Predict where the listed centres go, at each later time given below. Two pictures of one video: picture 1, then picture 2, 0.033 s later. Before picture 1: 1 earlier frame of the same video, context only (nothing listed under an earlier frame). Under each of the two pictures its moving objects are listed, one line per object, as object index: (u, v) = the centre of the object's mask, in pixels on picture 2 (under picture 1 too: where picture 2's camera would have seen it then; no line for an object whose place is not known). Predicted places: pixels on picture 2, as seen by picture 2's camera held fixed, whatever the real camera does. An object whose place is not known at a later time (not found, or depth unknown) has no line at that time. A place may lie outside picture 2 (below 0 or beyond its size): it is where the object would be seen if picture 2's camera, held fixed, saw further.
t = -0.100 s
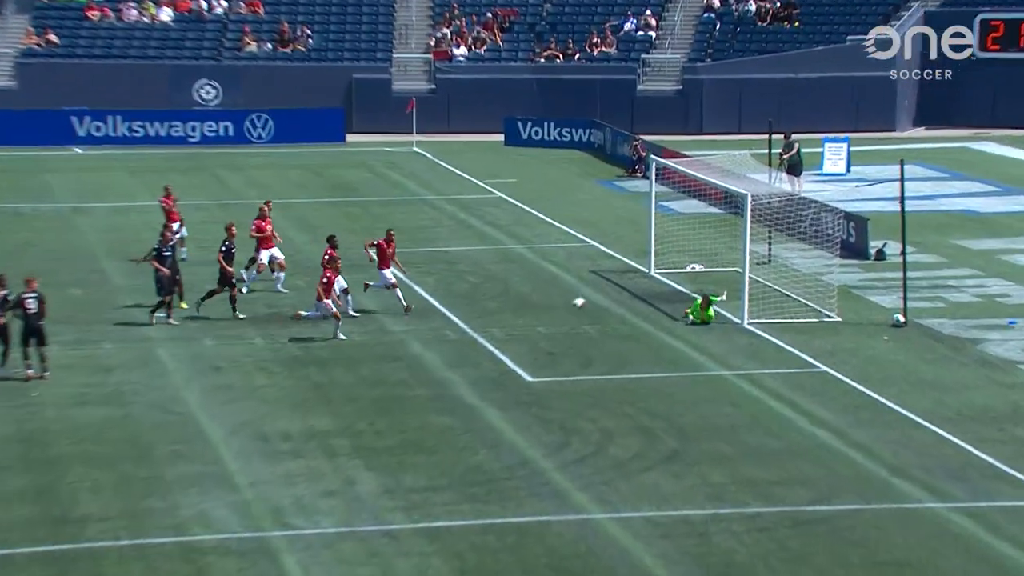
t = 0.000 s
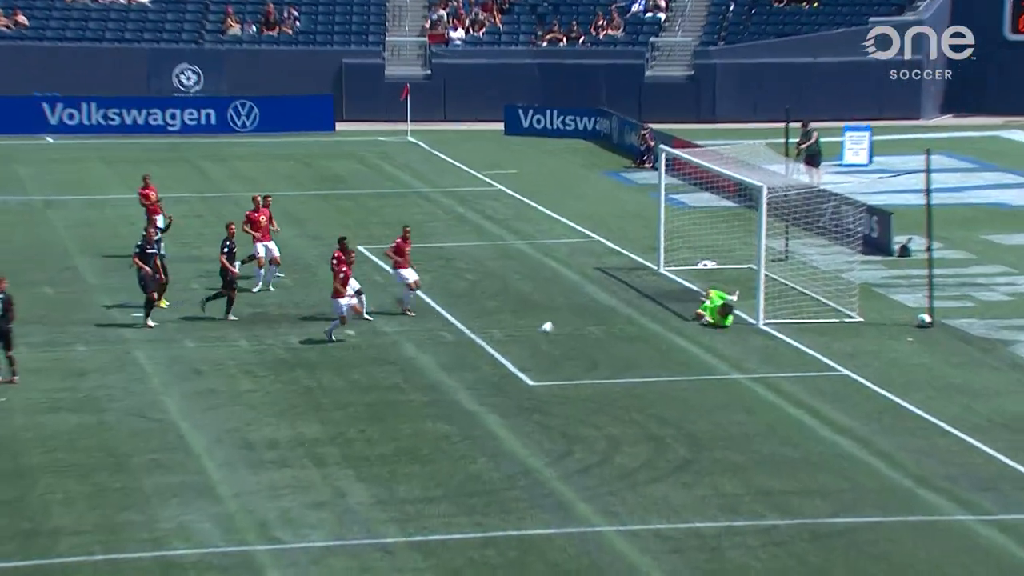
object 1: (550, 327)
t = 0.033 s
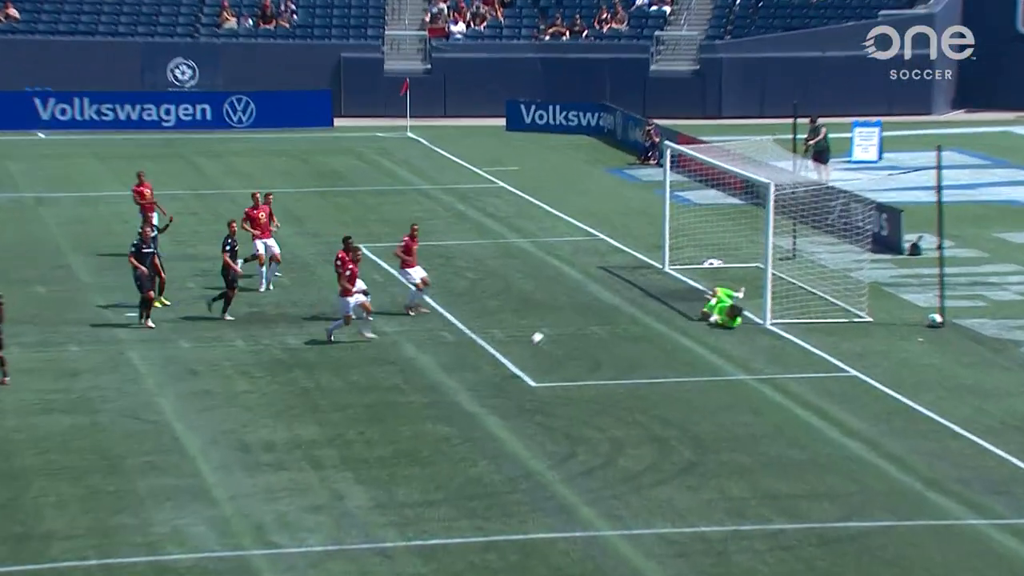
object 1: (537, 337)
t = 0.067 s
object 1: (525, 349)
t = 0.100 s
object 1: (513, 362)
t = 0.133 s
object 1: (501, 375)
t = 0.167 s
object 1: (489, 390)
